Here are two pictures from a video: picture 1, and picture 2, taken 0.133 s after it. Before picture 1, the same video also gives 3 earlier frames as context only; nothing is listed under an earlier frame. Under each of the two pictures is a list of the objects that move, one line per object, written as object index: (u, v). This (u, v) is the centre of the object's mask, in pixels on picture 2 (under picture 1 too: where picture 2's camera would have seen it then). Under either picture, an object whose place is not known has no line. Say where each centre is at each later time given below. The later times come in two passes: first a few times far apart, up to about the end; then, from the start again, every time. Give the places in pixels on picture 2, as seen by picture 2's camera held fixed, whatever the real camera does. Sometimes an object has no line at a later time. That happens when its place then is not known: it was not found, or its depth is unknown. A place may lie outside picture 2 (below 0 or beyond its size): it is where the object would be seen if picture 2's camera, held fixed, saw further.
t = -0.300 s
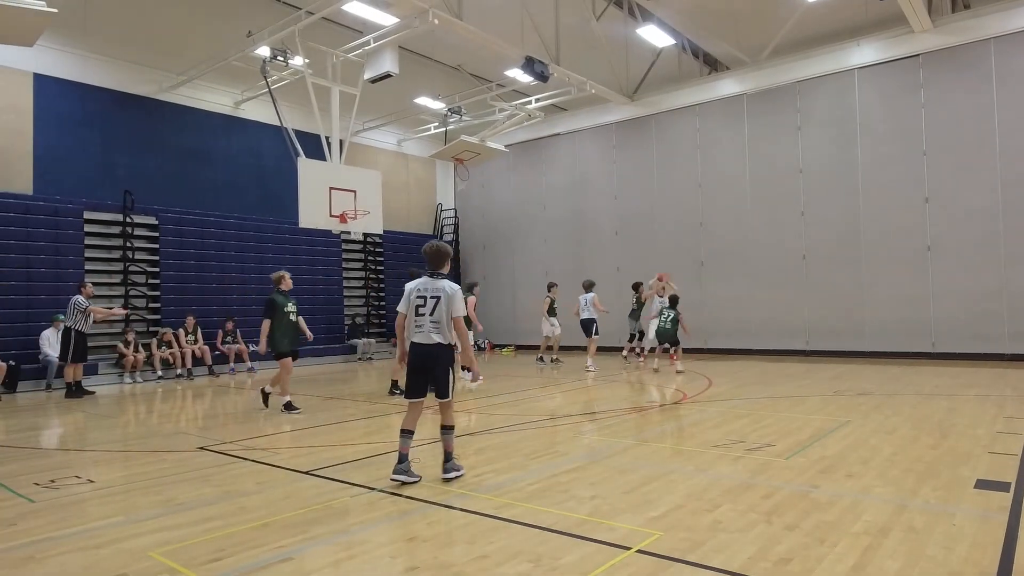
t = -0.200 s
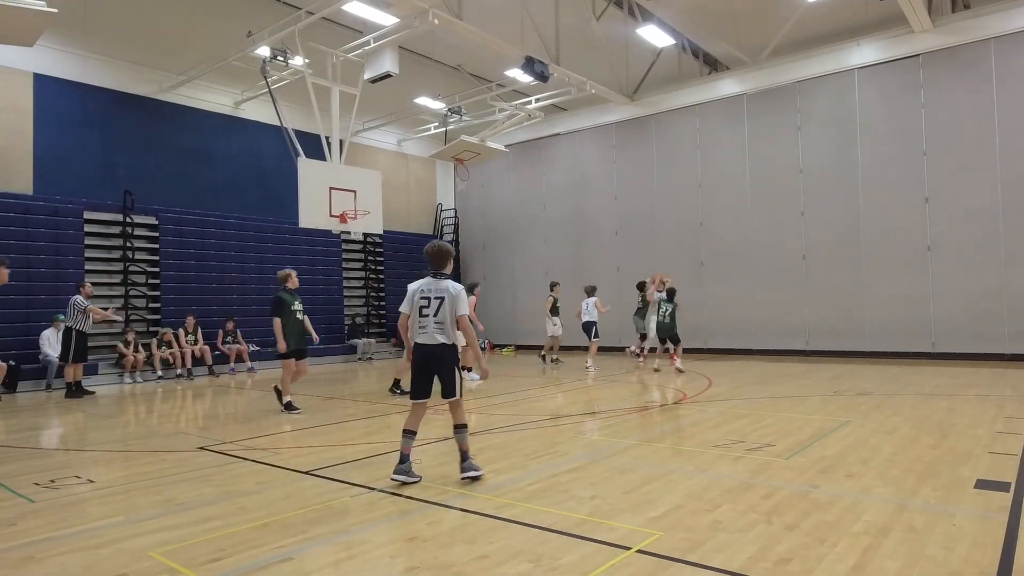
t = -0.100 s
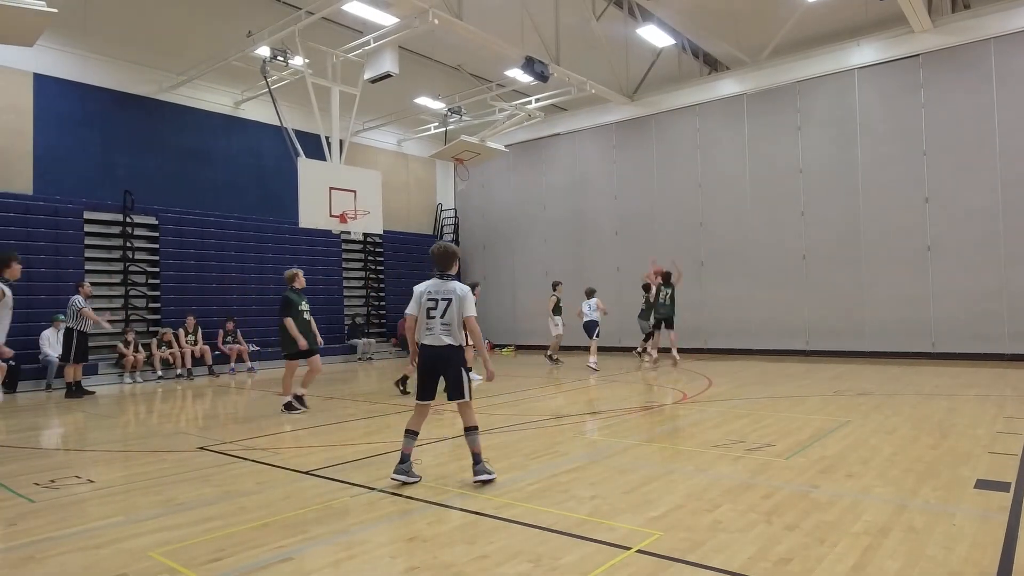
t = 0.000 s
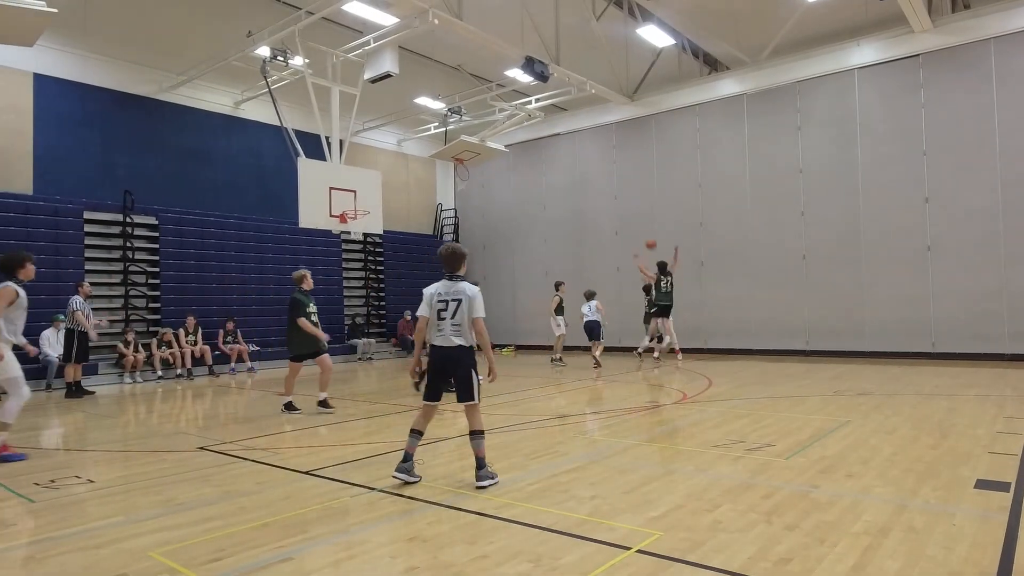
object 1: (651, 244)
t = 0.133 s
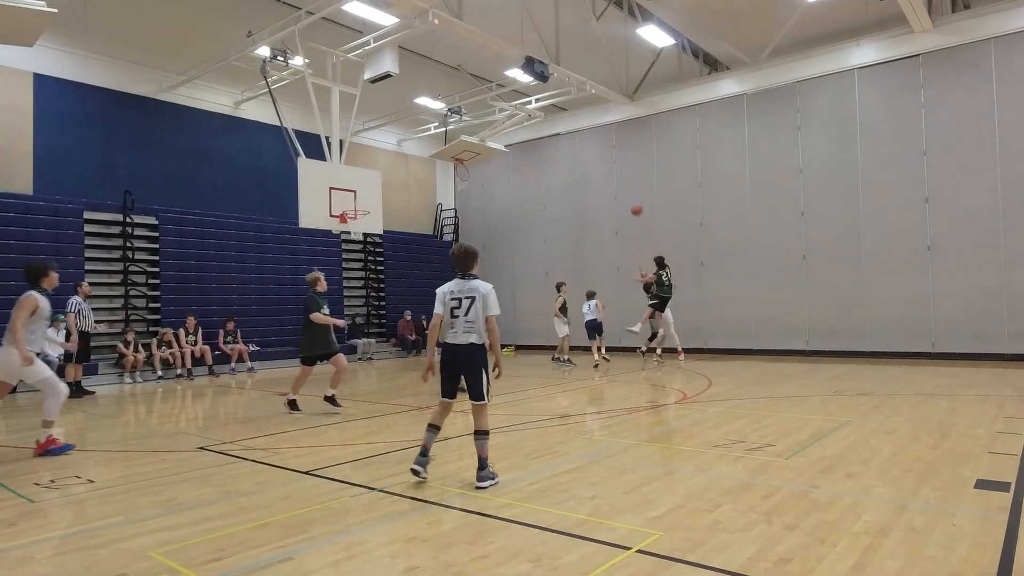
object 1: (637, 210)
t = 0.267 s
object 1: (620, 180)
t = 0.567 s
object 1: (573, 136)
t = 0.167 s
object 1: (633, 202)
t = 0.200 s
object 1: (629, 194)
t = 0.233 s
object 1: (624, 187)
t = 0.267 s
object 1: (620, 180)
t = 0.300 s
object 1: (616, 174)
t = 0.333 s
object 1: (612, 168)
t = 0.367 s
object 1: (607, 162)
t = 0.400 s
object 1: (602, 157)
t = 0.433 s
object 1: (596, 152)
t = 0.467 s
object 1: (591, 147)
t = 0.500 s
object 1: (585, 144)
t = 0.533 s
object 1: (579, 140)
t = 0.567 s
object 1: (573, 136)
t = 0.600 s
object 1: (567, 134)
